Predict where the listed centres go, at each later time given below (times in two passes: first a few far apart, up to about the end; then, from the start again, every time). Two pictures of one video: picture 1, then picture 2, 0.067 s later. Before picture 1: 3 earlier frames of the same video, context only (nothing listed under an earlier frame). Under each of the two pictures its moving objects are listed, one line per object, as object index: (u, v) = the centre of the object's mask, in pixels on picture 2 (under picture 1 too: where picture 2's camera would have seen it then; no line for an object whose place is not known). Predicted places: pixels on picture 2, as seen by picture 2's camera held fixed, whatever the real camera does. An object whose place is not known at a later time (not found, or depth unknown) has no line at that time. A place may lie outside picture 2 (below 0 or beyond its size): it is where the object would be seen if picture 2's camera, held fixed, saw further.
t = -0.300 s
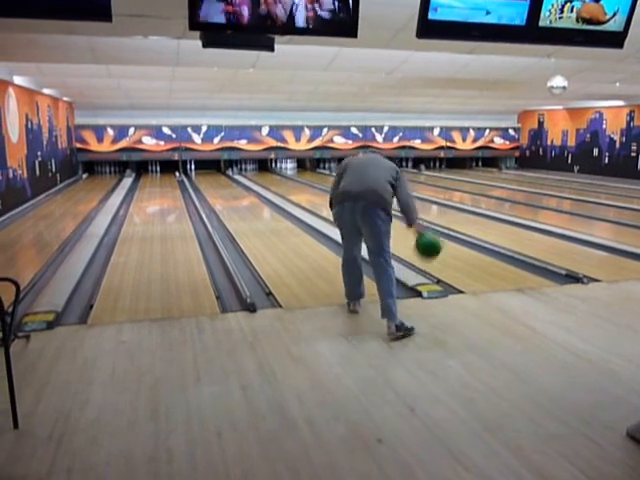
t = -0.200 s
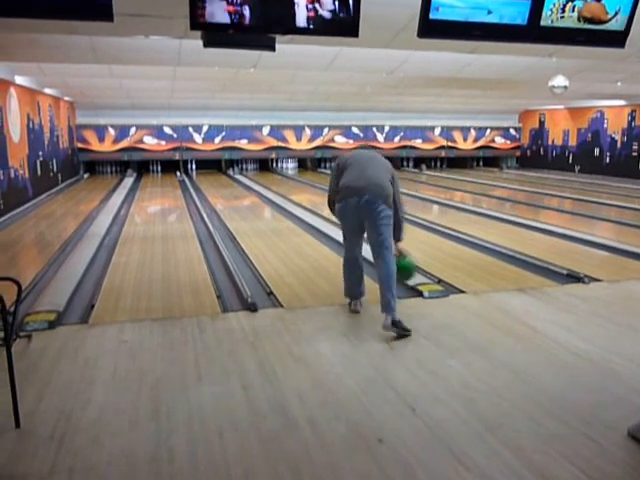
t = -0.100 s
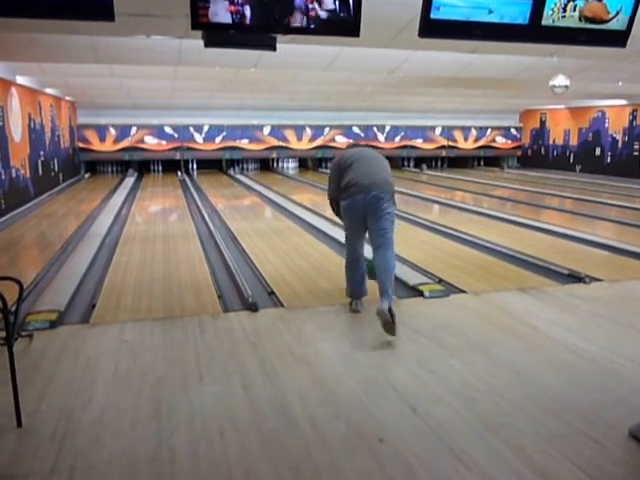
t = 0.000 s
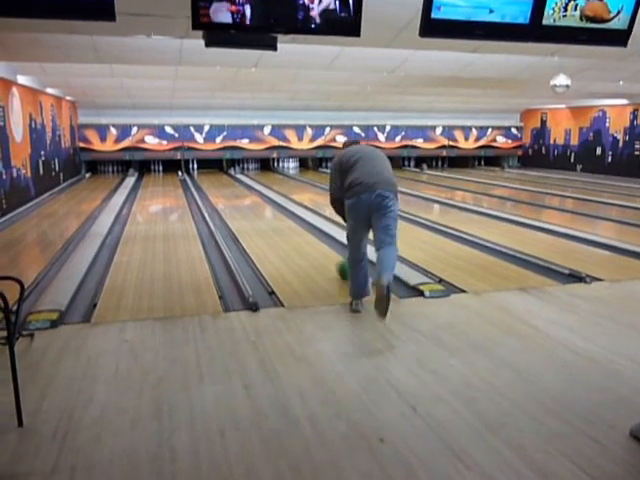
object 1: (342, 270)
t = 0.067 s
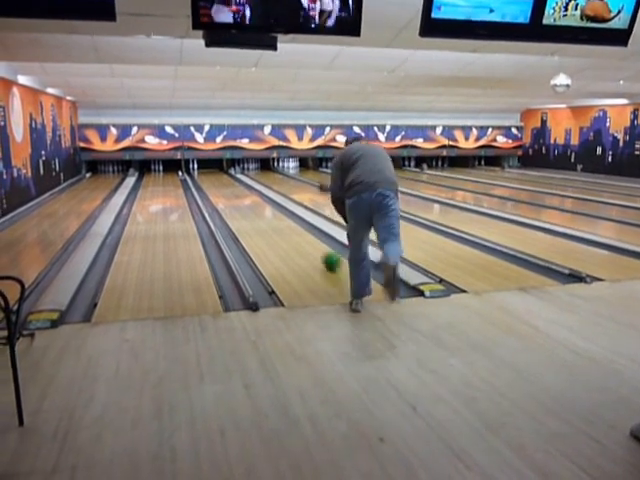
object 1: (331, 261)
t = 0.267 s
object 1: (296, 241)
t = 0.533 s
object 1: (263, 222)
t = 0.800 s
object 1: (240, 209)
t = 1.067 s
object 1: (223, 200)
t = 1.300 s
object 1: (210, 194)
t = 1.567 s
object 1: (200, 191)
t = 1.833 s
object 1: (197, 186)
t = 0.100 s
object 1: (324, 257)
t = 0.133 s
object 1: (318, 253)
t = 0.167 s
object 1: (311, 250)
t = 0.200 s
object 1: (306, 247)
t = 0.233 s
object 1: (300, 244)
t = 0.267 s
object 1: (296, 241)
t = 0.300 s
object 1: (290, 238)
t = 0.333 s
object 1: (286, 235)
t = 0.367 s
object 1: (282, 232)
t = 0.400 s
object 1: (277, 230)
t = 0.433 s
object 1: (274, 228)
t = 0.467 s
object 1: (270, 225)
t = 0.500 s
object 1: (266, 223)
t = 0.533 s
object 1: (263, 222)
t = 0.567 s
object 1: (259, 220)
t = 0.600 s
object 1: (256, 218)
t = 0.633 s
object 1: (253, 217)
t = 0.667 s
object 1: (250, 215)
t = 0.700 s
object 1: (247, 214)
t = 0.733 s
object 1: (245, 213)
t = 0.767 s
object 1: (242, 211)
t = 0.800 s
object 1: (240, 209)
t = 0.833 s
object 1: (238, 208)
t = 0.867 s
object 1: (235, 207)
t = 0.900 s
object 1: (233, 206)
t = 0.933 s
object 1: (230, 204)
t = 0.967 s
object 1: (228, 203)
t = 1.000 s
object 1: (227, 202)
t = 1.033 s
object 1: (225, 201)
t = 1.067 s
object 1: (223, 200)
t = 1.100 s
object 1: (221, 199)
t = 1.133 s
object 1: (219, 199)
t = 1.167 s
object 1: (217, 198)
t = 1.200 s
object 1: (216, 197)
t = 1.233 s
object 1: (214, 196)
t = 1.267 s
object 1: (212, 195)
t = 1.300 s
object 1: (210, 194)
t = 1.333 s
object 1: (209, 193)
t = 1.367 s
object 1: (208, 193)
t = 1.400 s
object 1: (208, 192)
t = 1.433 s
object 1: (207, 192)
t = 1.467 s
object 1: (204, 191)
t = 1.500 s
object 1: (201, 191)
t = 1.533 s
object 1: (201, 192)
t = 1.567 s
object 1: (200, 191)
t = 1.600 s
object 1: (200, 190)
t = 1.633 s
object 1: (199, 189)
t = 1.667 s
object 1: (198, 188)
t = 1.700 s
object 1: (198, 188)
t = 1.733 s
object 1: (198, 188)
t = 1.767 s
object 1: (198, 188)
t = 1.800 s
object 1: (198, 187)
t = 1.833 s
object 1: (197, 186)
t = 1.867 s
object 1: (197, 186)
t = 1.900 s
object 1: (197, 186)
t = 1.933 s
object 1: (197, 185)
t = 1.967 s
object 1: (197, 185)
